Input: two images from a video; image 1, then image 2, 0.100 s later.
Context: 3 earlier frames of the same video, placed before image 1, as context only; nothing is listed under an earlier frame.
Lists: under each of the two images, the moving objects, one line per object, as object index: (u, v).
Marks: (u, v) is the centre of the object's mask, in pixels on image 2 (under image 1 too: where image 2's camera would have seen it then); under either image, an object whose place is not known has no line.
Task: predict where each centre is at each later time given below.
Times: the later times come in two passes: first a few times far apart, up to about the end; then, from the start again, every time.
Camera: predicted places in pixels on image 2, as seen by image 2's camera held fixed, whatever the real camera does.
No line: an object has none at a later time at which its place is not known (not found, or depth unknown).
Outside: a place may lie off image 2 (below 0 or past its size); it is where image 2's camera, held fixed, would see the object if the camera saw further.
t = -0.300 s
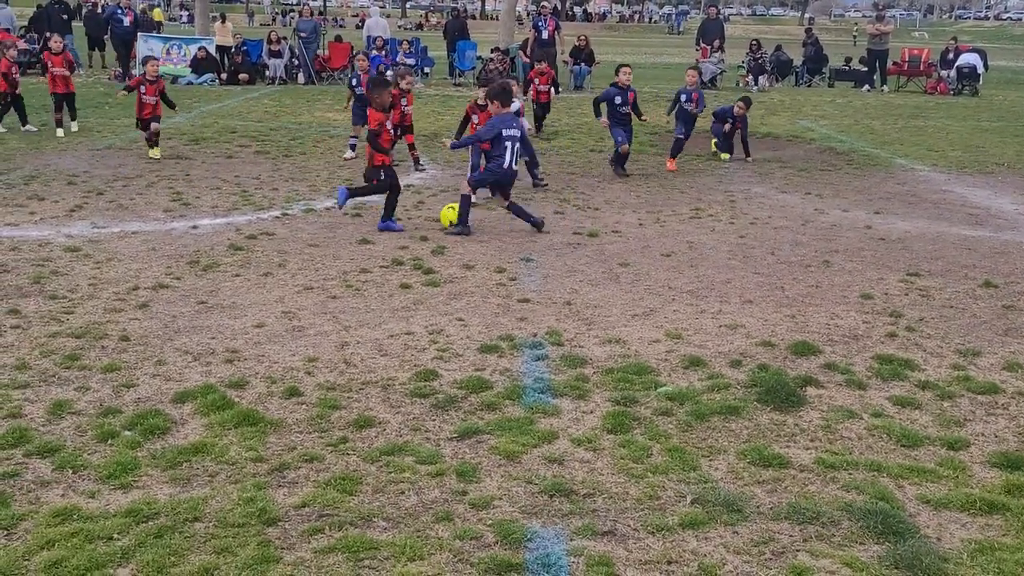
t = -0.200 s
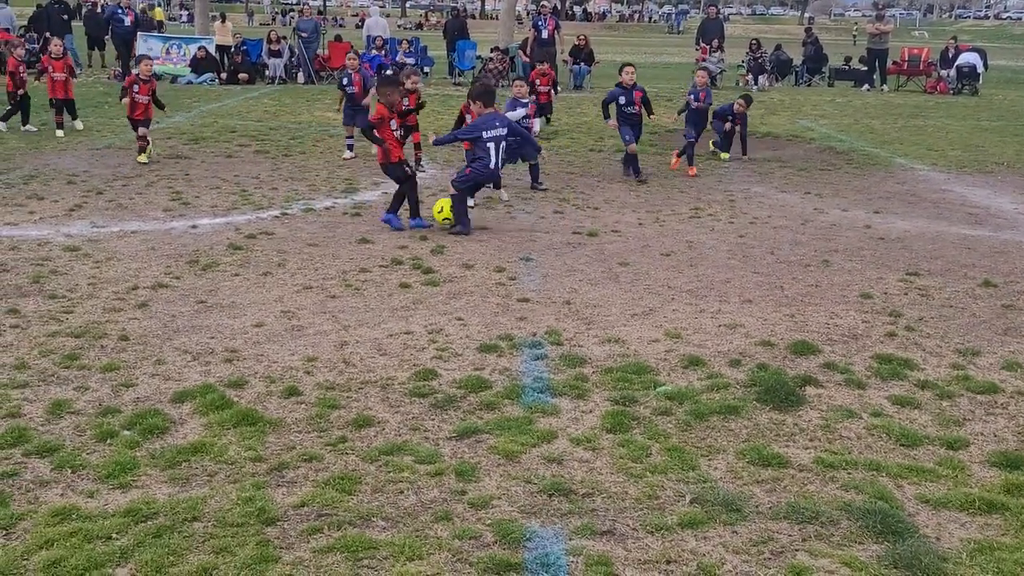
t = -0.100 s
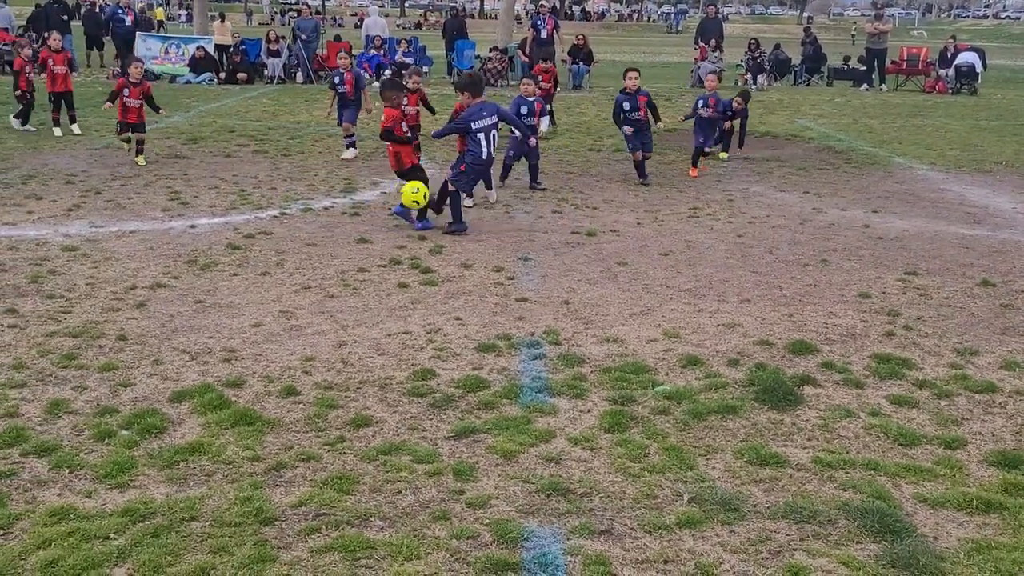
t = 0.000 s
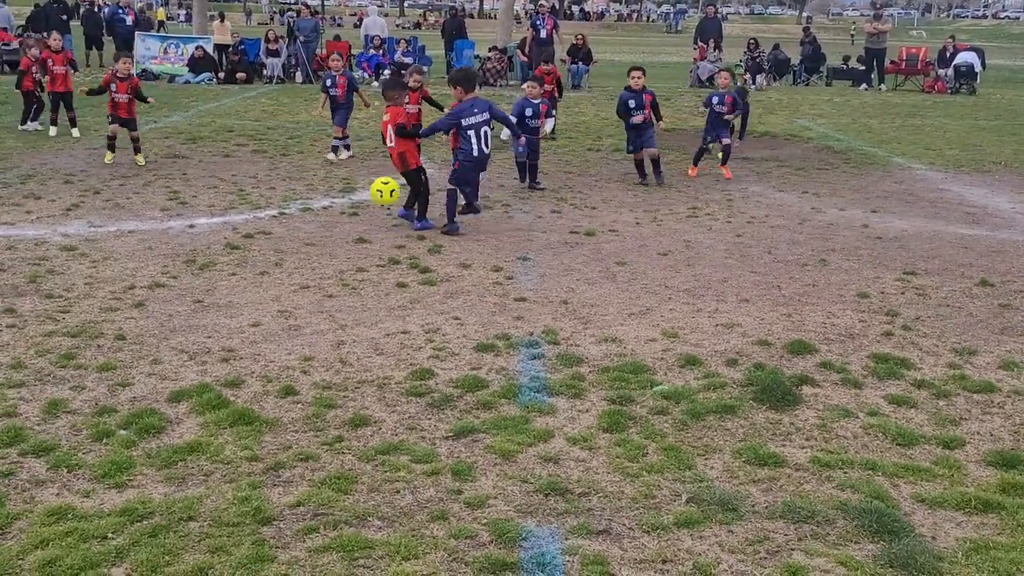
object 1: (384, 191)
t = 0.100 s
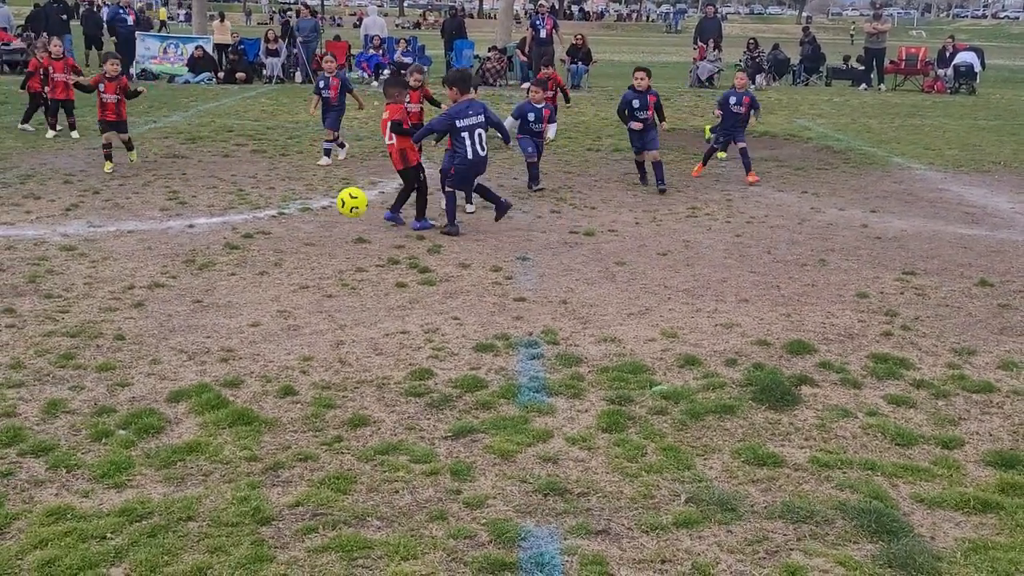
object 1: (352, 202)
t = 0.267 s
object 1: (297, 246)
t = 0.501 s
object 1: (225, 233)
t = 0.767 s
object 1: (136, 263)
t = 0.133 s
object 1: (341, 209)
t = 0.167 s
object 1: (330, 218)
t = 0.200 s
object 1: (318, 229)
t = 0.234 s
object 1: (307, 243)
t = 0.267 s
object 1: (297, 246)
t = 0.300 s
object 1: (287, 239)
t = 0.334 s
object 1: (277, 234)
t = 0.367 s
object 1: (268, 229)
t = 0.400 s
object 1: (258, 227)
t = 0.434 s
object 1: (247, 228)
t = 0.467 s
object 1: (236, 229)
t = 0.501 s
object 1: (225, 233)
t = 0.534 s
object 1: (215, 238)
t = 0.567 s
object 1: (204, 245)
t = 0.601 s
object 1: (193, 254)
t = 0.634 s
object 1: (182, 265)
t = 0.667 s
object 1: (171, 272)
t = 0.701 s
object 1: (159, 267)
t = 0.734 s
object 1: (148, 264)
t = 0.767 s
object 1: (136, 263)
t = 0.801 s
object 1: (123, 265)
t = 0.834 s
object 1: (112, 268)
